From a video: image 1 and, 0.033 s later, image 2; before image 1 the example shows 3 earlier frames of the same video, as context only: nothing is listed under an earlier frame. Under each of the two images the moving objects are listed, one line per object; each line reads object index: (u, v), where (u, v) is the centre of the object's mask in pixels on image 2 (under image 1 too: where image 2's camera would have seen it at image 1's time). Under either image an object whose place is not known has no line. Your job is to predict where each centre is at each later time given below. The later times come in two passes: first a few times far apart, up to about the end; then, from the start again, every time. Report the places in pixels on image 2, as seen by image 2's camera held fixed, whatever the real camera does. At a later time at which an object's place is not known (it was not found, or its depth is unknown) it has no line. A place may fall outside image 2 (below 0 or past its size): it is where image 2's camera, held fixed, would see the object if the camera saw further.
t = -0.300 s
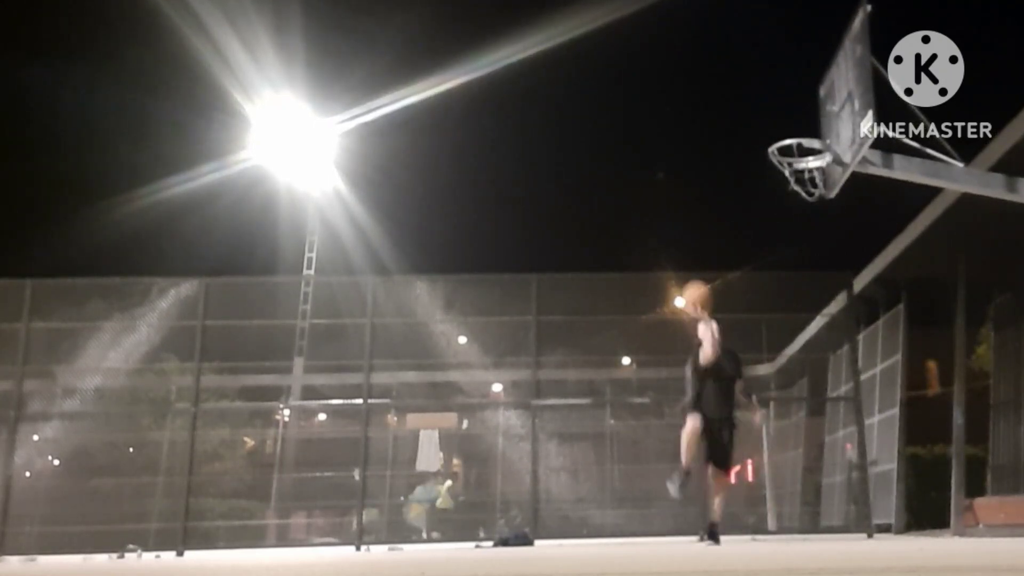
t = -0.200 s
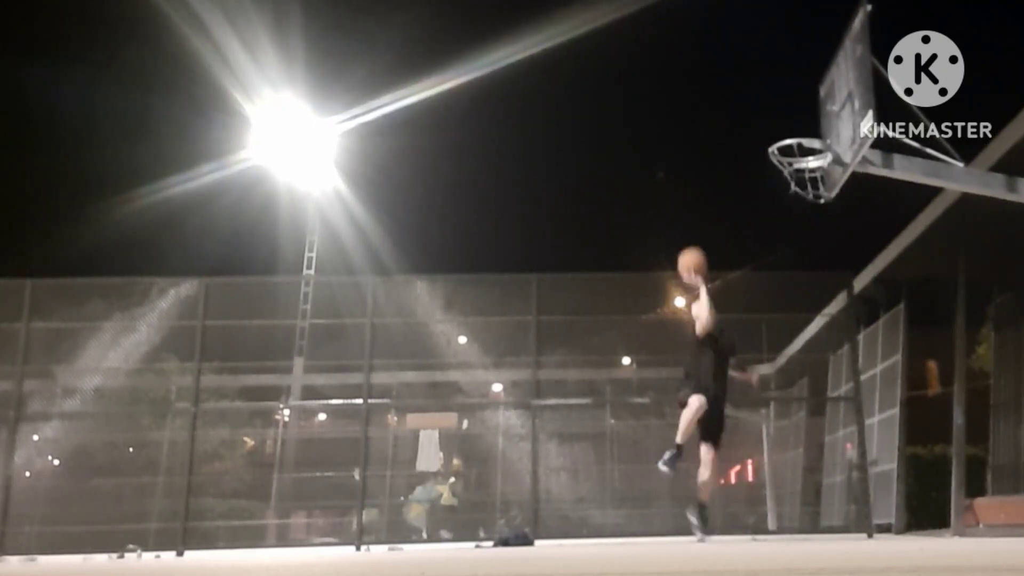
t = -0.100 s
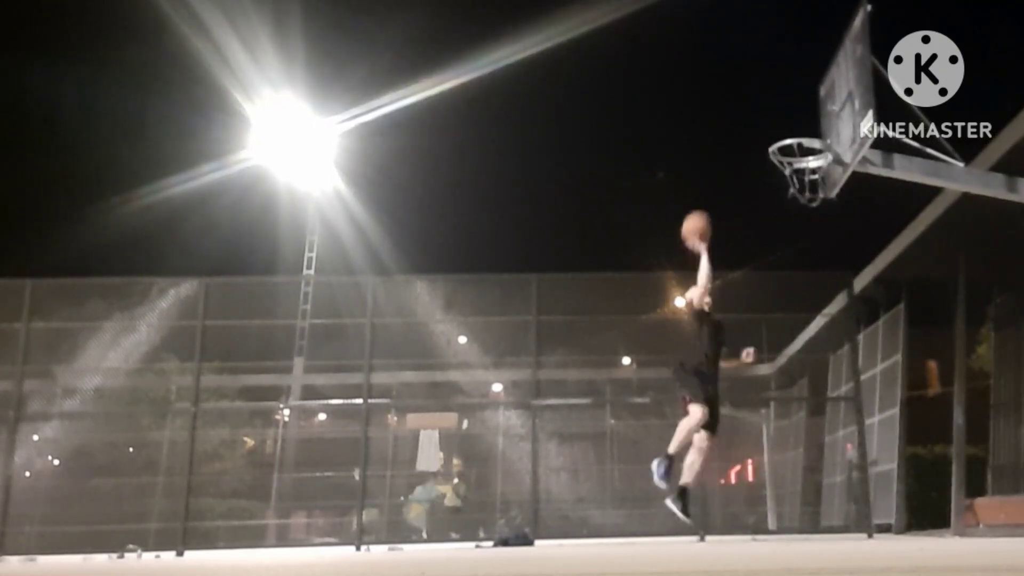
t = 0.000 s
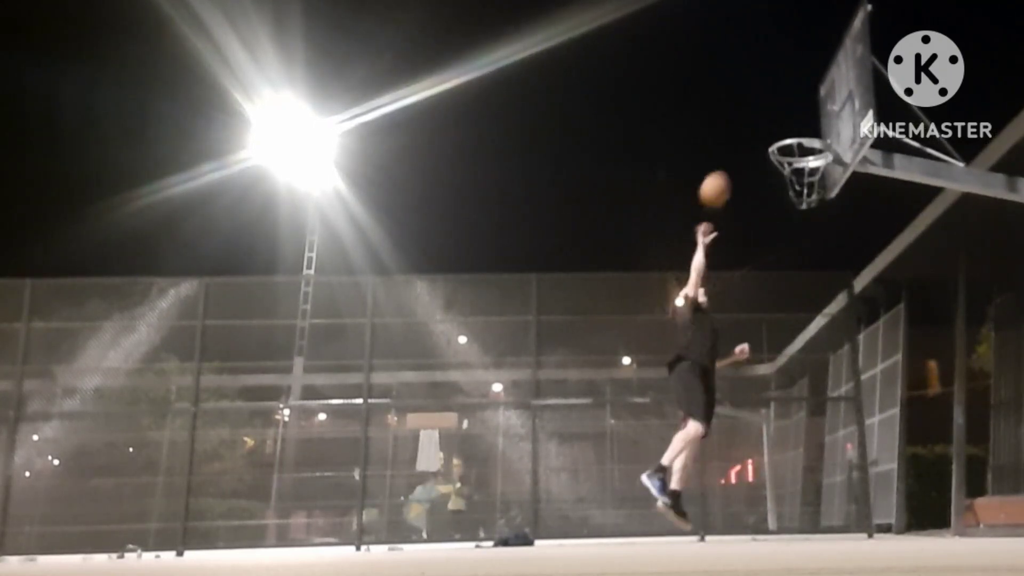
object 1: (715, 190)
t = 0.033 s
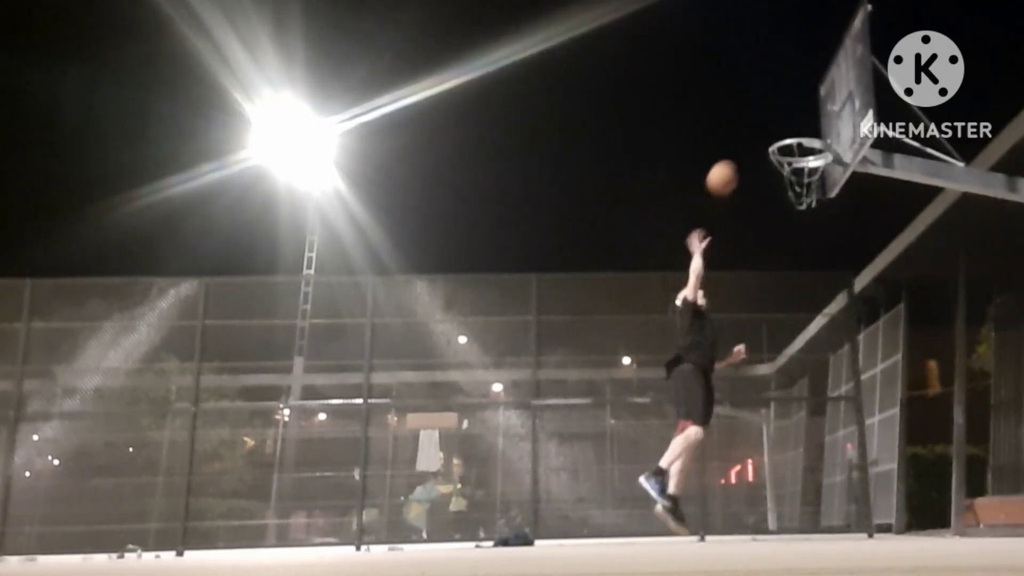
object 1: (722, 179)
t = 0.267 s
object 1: (771, 133)
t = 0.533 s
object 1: (795, 155)
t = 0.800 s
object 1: (798, 185)
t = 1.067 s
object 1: (796, 208)
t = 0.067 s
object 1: (729, 168)
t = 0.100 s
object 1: (736, 160)
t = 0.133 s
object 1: (743, 153)
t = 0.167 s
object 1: (750, 146)
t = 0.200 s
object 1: (757, 141)
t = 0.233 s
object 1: (764, 136)
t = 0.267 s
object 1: (771, 133)
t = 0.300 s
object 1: (778, 130)
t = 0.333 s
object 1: (786, 129)
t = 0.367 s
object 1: (794, 129)
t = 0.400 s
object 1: (802, 130)
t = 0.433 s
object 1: (807, 138)
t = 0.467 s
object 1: (807, 144)
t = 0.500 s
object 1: (802, 149)
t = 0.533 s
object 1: (795, 155)
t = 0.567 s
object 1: (789, 158)
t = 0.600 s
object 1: (789, 163)
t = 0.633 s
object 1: (789, 164)
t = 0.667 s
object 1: (790, 167)
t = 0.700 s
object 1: (793, 172)
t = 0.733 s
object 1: (794, 176)
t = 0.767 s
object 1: (796, 182)
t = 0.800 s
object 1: (798, 185)
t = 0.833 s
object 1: (798, 189)
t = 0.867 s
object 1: (799, 190)
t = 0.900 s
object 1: (799, 190)
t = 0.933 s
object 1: (798, 191)
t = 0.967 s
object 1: (797, 193)
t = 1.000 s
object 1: (797, 196)
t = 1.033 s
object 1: (797, 202)
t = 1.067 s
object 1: (796, 208)
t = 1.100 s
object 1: (797, 216)
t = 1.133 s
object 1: (796, 225)
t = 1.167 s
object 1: (796, 236)
